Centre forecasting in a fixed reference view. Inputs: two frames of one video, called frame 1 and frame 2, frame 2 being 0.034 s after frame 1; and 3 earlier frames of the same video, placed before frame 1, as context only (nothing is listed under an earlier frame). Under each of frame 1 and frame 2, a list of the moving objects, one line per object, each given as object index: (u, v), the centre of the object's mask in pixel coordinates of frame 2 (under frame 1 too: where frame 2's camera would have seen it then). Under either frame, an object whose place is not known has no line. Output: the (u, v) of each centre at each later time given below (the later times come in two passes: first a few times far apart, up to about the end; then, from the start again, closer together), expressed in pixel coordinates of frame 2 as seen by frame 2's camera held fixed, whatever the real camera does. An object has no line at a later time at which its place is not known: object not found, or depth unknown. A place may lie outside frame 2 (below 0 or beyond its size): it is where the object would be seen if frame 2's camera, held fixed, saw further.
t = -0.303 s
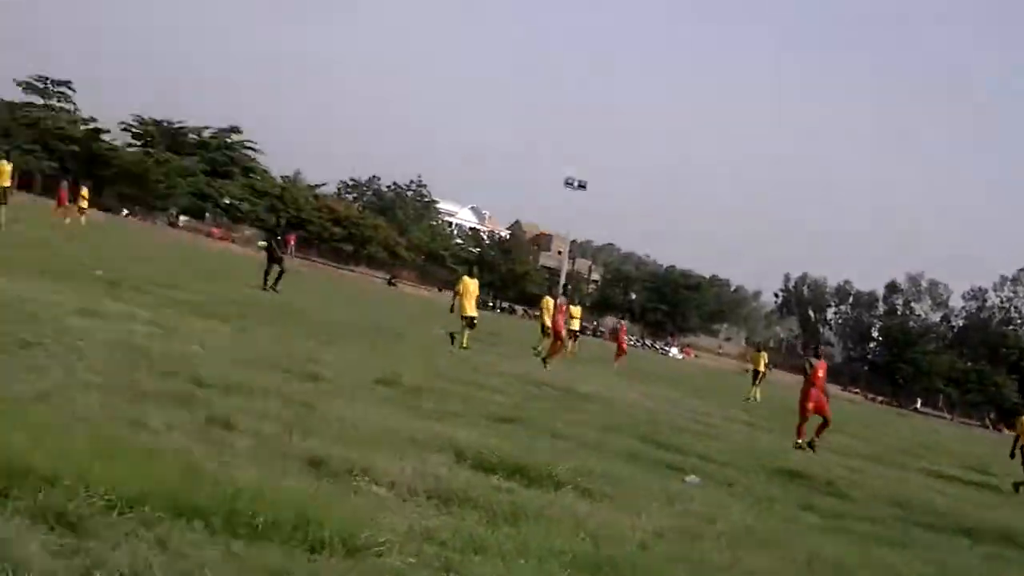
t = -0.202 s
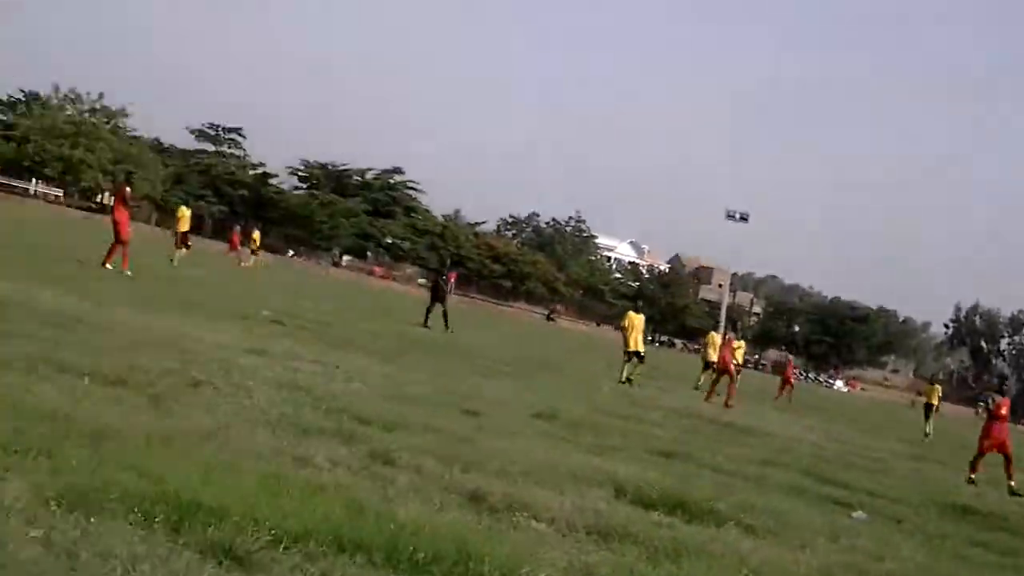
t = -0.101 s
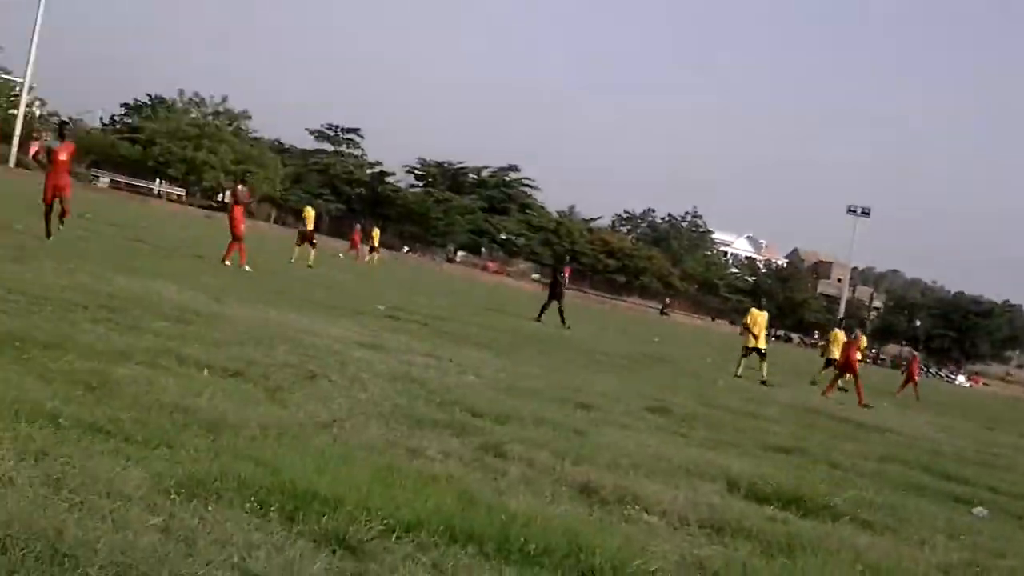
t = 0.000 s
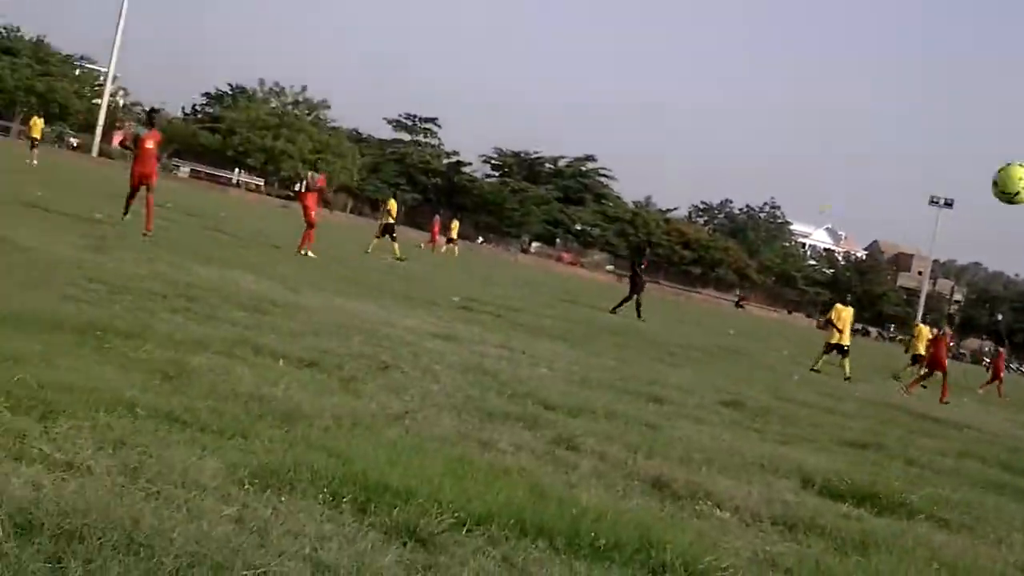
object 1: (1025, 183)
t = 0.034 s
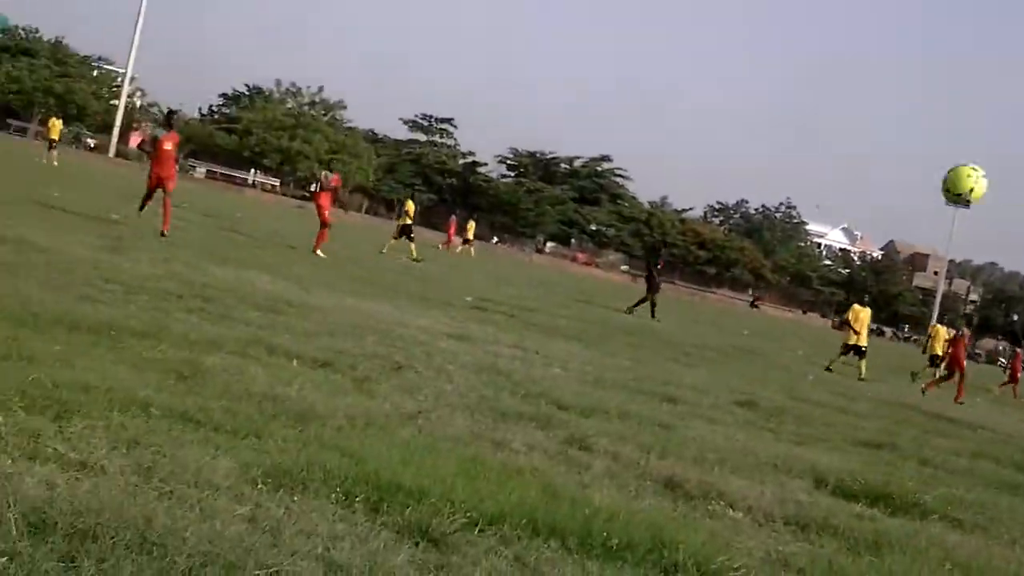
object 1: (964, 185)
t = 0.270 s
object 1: (543, 246)
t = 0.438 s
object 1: (289, 338)
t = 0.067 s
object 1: (898, 188)
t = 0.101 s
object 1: (834, 194)
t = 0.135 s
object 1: (774, 200)
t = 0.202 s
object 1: (654, 220)
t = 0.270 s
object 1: (543, 246)
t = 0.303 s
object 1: (489, 262)
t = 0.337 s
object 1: (437, 279)
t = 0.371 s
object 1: (387, 297)
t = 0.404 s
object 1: (337, 317)
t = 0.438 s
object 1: (289, 338)
